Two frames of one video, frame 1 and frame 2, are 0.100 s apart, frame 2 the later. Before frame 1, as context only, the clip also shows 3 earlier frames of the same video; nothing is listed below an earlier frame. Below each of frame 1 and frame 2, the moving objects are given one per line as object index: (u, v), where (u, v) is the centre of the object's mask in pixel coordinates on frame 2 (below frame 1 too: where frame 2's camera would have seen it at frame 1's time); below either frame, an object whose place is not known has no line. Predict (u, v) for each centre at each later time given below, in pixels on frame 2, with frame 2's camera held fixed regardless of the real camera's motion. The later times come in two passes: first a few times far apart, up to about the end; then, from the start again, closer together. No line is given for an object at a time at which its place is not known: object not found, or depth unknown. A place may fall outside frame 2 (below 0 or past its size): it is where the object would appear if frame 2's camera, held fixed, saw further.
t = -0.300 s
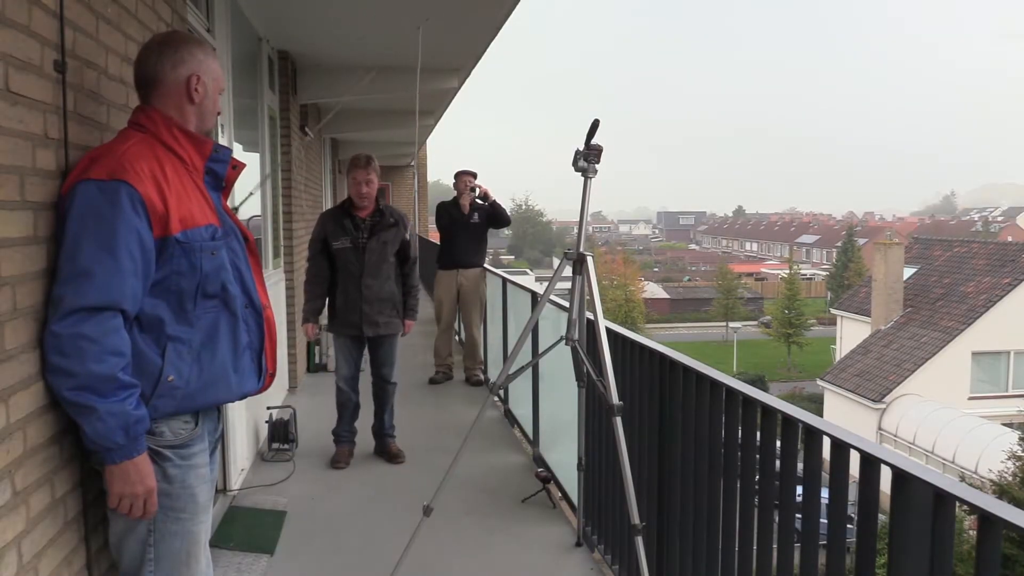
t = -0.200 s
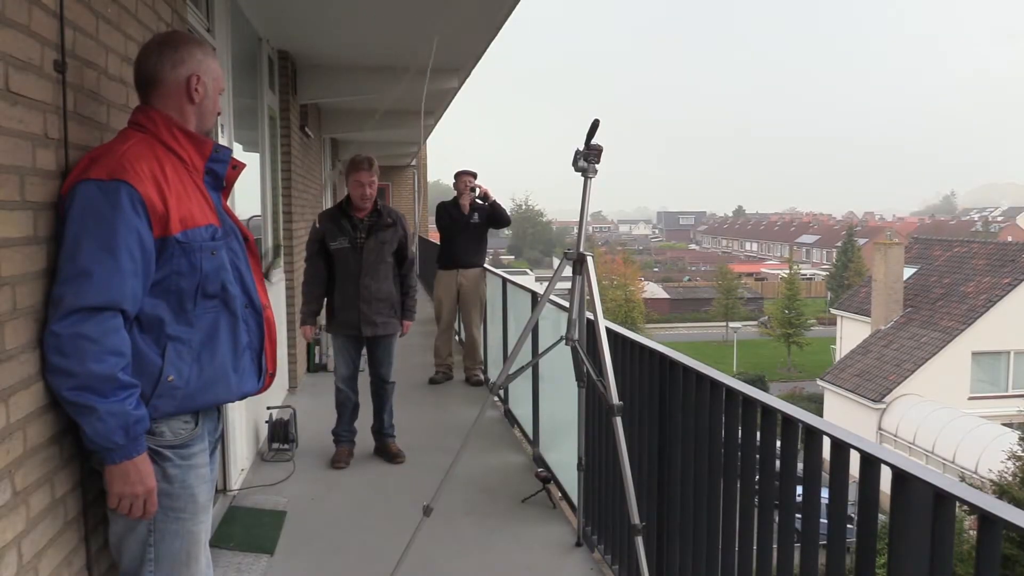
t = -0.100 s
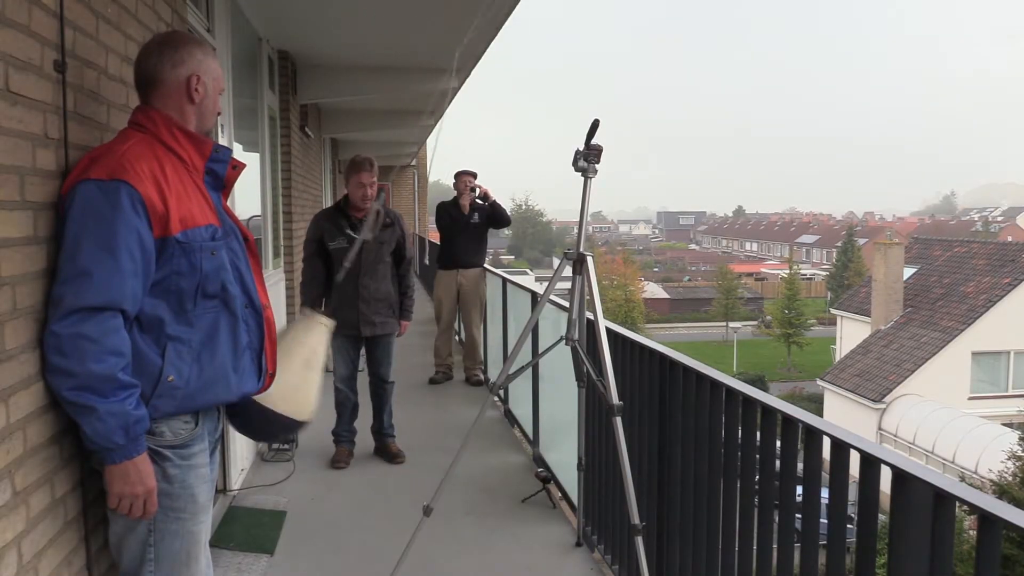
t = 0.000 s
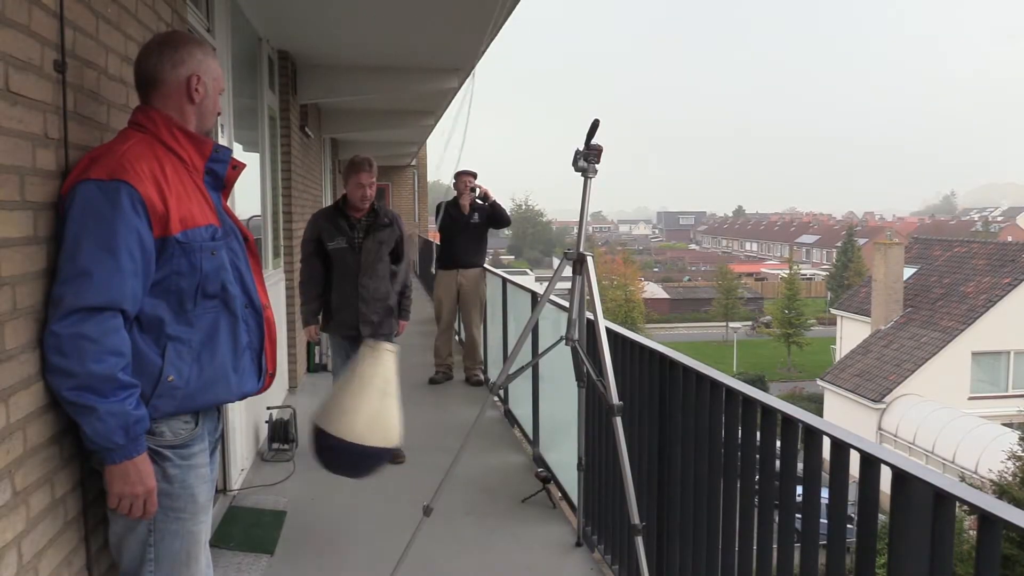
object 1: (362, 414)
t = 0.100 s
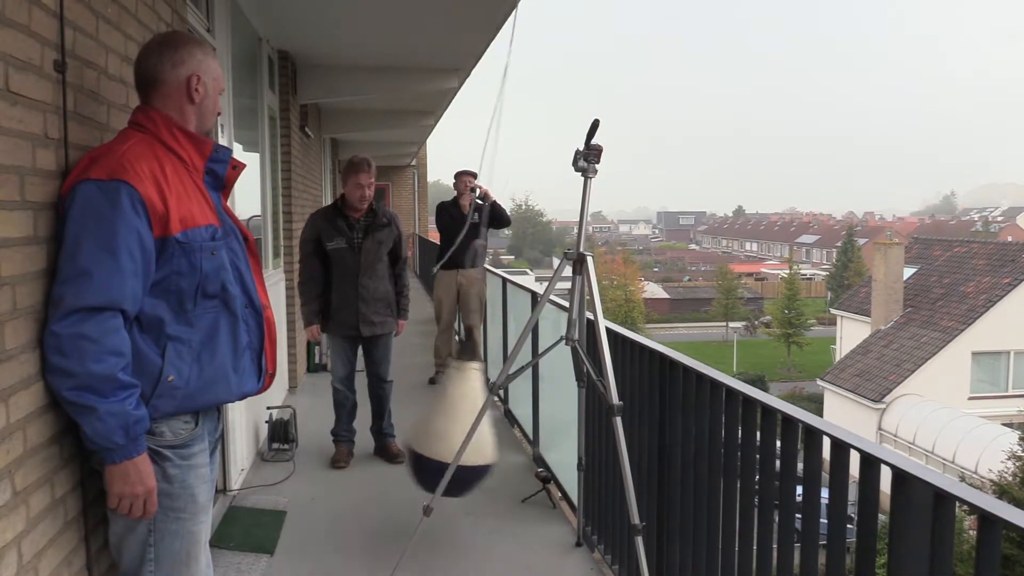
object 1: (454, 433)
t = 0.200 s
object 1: (544, 436)
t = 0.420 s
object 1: (527, 432)
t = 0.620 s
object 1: (490, 438)
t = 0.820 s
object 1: (462, 435)
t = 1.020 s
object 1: (446, 430)
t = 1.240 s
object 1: (446, 429)
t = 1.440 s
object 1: (463, 432)
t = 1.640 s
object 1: (492, 440)
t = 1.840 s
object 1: (527, 440)
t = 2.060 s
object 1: (543, 436)
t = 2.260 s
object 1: (535, 438)
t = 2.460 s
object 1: (524, 441)
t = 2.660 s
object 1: (515, 443)
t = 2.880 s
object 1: (509, 444)
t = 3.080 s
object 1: (509, 444)
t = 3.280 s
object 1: (512, 442)
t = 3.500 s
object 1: (520, 440)
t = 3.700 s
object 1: (530, 438)
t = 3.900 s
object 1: (540, 436)
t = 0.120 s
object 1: (473, 437)
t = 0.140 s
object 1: (492, 444)
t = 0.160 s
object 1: (511, 443)
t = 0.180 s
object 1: (527, 439)
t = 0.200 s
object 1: (544, 436)
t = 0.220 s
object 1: (552, 440)
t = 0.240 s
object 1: (553, 440)
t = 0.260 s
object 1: (552, 438)
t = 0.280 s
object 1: (550, 436)
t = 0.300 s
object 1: (548, 432)
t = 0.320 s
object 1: (545, 430)
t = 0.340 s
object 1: (543, 429)
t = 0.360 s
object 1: (539, 429)
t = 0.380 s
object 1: (535, 429)
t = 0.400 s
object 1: (531, 430)
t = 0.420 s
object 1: (527, 432)
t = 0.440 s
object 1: (523, 434)
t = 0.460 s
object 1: (519, 437)
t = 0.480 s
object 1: (514, 440)
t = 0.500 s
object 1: (511, 443)
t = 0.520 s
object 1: (507, 446)
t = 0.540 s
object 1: (504, 447)
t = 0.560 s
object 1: (502, 448)
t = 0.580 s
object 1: (496, 442)
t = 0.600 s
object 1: (493, 441)
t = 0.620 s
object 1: (490, 438)
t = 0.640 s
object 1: (487, 436)
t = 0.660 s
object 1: (484, 435)
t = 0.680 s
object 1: (481, 434)
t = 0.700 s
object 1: (478, 434)
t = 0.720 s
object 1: (475, 434)
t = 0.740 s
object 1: (474, 435)
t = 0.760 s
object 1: (467, 434)
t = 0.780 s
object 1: (466, 434)
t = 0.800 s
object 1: (465, 435)
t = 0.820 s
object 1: (462, 435)
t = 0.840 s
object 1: (460, 434)
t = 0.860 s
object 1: (458, 432)
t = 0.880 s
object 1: (456, 431)
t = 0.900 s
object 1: (454, 430)
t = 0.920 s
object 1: (452, 429)
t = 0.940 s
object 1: (451, 429)
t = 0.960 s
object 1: (449, 429)
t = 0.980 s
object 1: (448, 429)
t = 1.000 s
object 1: (447, 429)
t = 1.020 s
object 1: (446, 430)
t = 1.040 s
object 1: (440, 423)
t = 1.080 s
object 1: (440, 424)
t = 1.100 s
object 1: (440, 423)
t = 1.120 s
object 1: (440, 423)
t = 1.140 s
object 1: (440, 423)
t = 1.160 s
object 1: (440, 423)
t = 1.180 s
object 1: (440, 422)
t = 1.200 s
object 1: (440, 423)
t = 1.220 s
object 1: (441, 422)
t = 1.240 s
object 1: (446, 429)
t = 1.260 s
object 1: (447, 430)
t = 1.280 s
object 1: (448, 430)
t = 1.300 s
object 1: (449, 431)
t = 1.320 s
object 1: (451, 431)
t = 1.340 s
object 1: (452, 431)
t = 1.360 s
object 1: (454, 431)
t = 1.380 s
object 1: (456, 431)
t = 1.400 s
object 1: (458, 431)
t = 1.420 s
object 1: (460, 431)
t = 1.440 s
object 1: (463, 432)
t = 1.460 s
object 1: (465, 434)
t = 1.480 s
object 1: (466, 434)
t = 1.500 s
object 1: (472, 437)
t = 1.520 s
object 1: (473, 436)
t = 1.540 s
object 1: (476, 437)
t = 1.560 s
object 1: (479, 438)
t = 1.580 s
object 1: (482, 438)
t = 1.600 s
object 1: (485, 438)
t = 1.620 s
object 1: (488, 439)
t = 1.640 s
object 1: (492, 440)
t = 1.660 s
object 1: (495, 441)
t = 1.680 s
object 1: (498, 442)
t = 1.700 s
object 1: (501, 442)
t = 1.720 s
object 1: (507, 445)
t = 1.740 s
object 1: (509, 443)
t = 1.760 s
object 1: (512, 442)
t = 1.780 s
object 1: (516, 441)
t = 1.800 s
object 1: (520, 441)
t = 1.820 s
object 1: (523, 440)
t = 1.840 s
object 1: (527, 440)
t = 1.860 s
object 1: (531, 439)
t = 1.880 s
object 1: (535, 438)
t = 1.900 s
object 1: (538, 437)
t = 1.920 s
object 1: (540, 437)
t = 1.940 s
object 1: (543, 437)
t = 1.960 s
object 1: (545, 436)
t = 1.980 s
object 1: (545, 437)
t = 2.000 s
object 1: (545, 436)
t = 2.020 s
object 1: (545, 436)
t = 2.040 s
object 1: (544, 436)
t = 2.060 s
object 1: (543, 436)
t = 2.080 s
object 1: (543, 436)
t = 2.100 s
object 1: (542, 436)
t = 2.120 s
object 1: (541, 437)
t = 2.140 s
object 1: (540, 438)
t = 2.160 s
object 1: (539, 438)
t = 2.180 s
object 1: (539, 439)
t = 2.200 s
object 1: (538, 439)
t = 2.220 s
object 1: (537, 439)
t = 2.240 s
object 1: (536, 439)
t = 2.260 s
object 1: (535, 438)
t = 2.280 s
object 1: (533, 438)
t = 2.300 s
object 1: (533, 438)
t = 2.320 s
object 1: (531, 438)
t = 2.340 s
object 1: (530, 439)
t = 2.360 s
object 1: (529, 439)
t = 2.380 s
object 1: (528, 440)
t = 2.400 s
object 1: (527, 440)
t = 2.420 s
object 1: (526, 440)
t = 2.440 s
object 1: (525, 441)
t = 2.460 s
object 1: (524, 441)
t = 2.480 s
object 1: (523, 441)
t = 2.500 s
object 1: (522, 441)
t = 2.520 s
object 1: (521, 441)
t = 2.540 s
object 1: (520, 441)
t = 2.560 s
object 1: (519, 441)
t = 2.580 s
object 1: (518, 442)
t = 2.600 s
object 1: (517, 442)
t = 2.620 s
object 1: (516, 442)
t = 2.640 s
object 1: (516, 443)
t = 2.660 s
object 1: (515, 443)
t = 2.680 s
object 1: (514, 443)
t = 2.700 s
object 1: (513, 443)
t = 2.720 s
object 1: (513, 442)
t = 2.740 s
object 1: (512, 443)
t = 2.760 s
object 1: (512, 443)
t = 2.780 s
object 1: (511, 443)
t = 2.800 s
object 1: (511, 443)
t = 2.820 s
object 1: (510, 444)
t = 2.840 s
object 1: (510, 444)
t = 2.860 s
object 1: (510, 444)
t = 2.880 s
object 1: (509, 444)
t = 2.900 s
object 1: (509, 444)
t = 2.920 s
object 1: (509, 444)
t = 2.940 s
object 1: (509, 444)
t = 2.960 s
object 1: (509, 444)
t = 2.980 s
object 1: (509, 444)
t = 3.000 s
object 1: (509, 444)
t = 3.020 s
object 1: (509, 444)
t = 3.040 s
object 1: (509, 444)
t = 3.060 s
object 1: (509, 444)
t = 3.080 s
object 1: (509, 444)
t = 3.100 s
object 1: (509, 444)
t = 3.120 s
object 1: (509, 444)
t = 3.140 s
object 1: (509, 443)
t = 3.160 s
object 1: (509, 443)
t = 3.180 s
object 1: (509, 443)
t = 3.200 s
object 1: (510, 443)
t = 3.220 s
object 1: (510, 443)
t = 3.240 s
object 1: (511, 443)
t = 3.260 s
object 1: (511, 442)
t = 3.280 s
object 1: (512, 442)
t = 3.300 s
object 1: (512, 442)
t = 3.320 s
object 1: (512, 442)
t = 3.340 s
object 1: (513, 442)
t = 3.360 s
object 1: (514, 442)
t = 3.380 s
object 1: (515, 441)
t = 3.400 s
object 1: (516, 441)
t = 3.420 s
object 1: (516, 441)
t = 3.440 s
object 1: (517, 441)
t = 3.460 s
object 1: (518, 440)
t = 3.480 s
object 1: (519, 440)
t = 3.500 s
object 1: (520, 440)
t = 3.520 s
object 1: (521, 440)
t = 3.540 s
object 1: (522, 440)
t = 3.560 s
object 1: (523, 440)
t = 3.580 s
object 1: (524, 440)
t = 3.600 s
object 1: (525, 439)
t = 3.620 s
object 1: (526, 439)
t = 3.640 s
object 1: (527, 439)
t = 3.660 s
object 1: (529, 438)
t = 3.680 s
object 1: (529, 438)
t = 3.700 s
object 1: (530, 438)
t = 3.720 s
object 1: (531, 438)
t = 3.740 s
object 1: (532, 437)
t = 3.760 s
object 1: (534, 437)
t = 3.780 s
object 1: (535, 437)
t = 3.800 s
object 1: (536, 437)
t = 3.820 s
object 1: (536, 437)
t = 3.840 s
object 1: (538, 437)
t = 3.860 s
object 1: (538, 436)
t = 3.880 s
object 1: (539, 436)
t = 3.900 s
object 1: (540, 436)
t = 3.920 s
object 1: (540, 436)
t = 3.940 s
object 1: (540, 436)
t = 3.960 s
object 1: (541, 436)
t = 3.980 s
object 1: (541, 436)
